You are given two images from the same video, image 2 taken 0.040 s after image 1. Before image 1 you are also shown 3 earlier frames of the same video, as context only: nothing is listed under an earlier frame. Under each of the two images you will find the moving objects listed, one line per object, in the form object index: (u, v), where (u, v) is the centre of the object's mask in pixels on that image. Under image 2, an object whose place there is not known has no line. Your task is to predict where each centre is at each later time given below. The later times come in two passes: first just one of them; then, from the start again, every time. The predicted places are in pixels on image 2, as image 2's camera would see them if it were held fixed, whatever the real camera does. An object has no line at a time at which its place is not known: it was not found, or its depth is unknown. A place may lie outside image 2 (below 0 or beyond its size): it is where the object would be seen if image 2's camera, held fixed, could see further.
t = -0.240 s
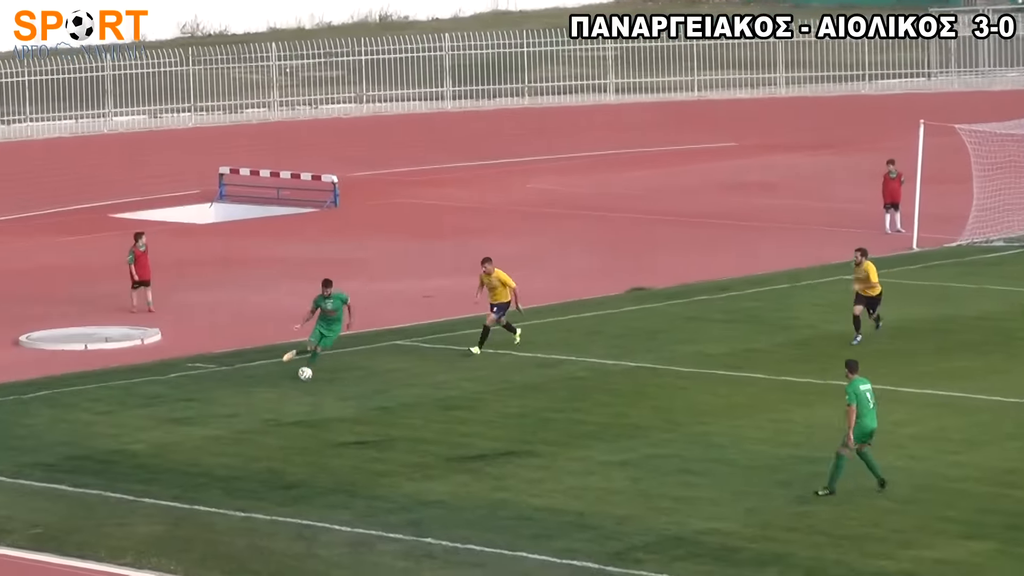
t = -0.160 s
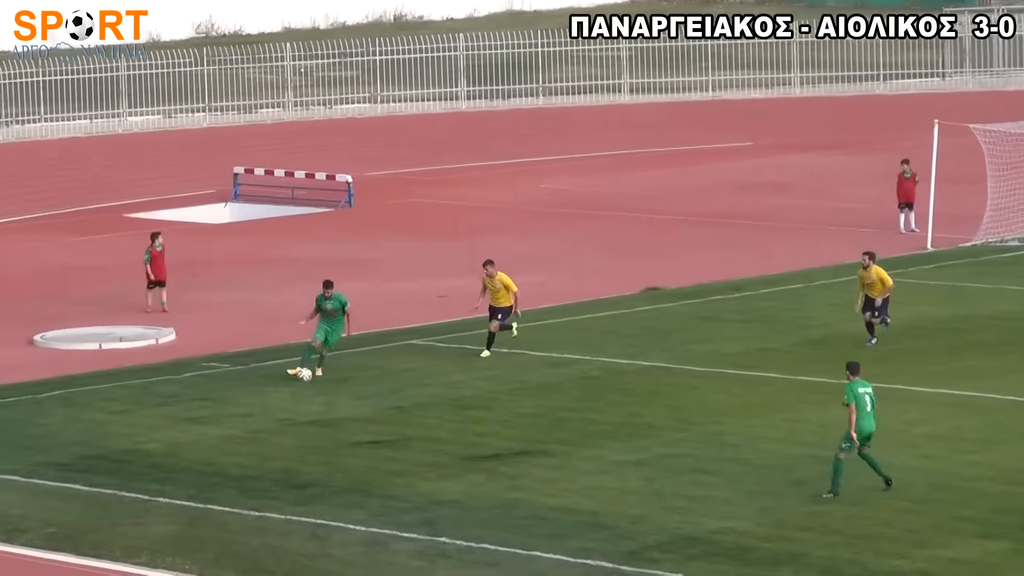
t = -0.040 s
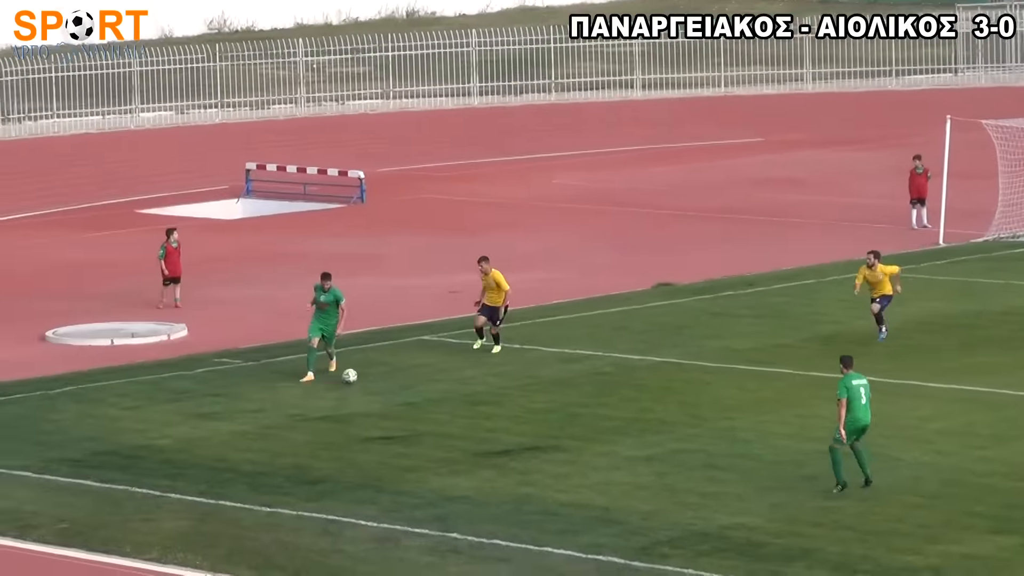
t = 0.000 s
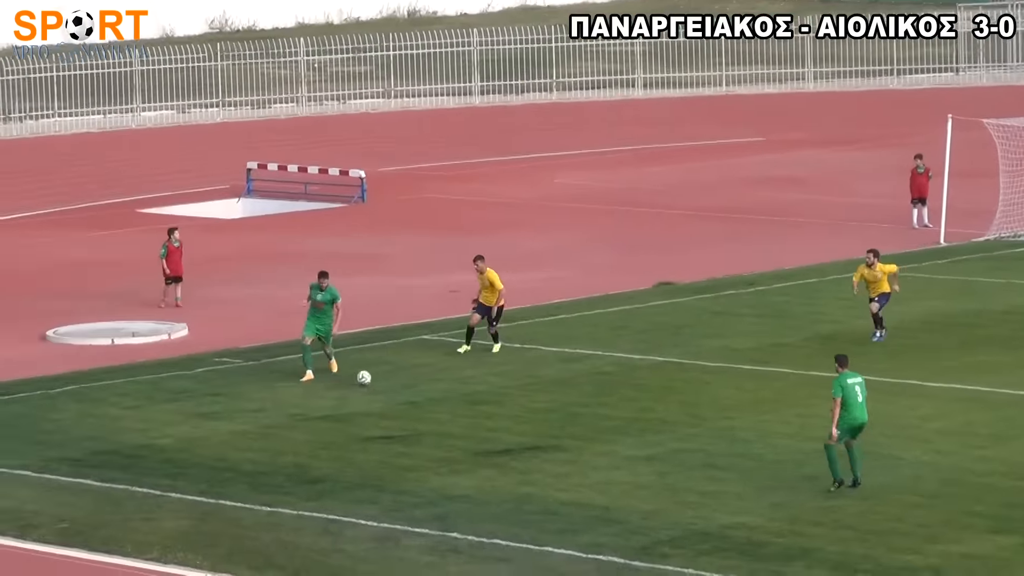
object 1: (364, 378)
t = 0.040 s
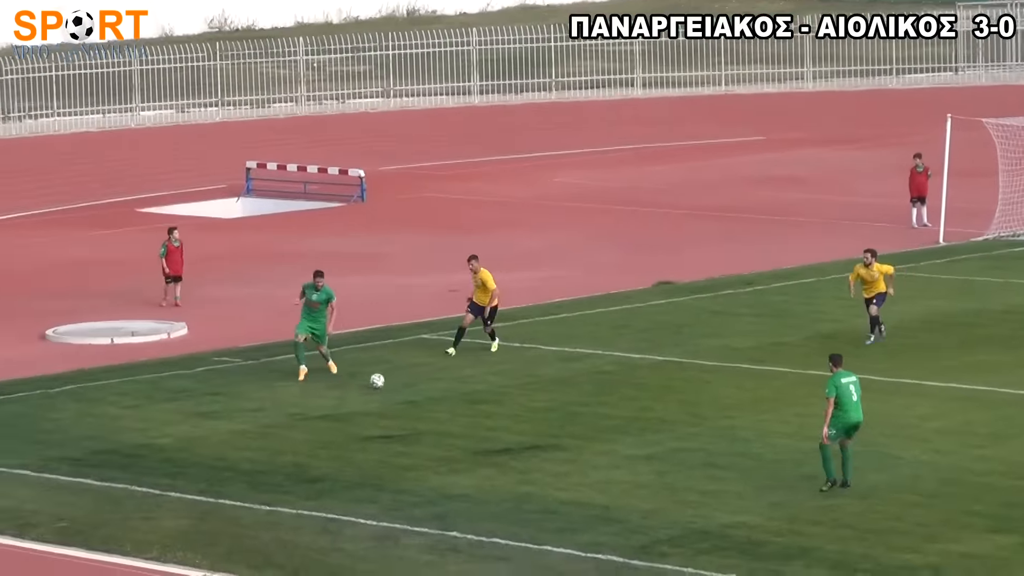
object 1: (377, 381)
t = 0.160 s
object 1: (412, 387)
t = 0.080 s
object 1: (391, 385)
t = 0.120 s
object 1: (402, 387)
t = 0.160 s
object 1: (412, 387)
